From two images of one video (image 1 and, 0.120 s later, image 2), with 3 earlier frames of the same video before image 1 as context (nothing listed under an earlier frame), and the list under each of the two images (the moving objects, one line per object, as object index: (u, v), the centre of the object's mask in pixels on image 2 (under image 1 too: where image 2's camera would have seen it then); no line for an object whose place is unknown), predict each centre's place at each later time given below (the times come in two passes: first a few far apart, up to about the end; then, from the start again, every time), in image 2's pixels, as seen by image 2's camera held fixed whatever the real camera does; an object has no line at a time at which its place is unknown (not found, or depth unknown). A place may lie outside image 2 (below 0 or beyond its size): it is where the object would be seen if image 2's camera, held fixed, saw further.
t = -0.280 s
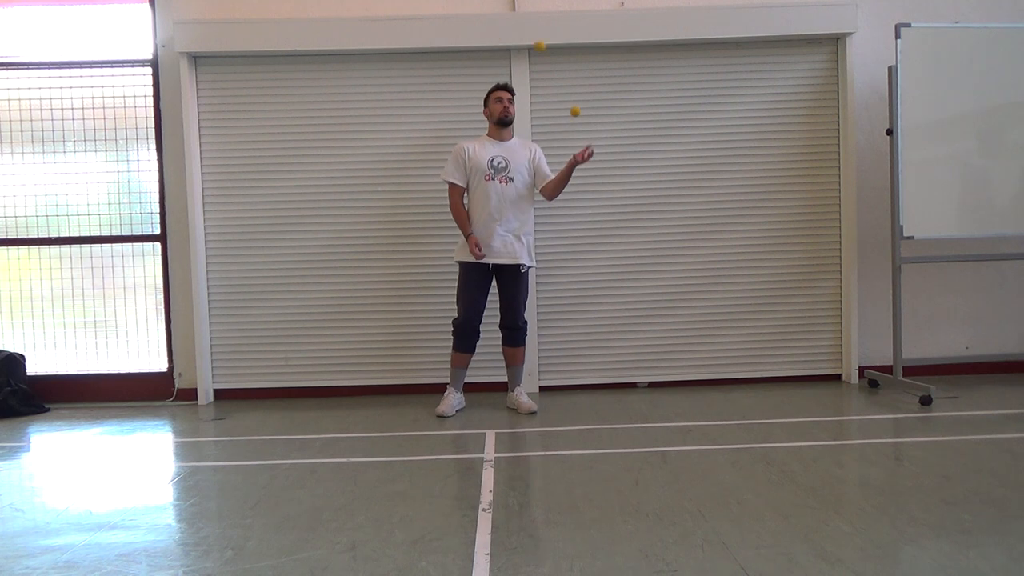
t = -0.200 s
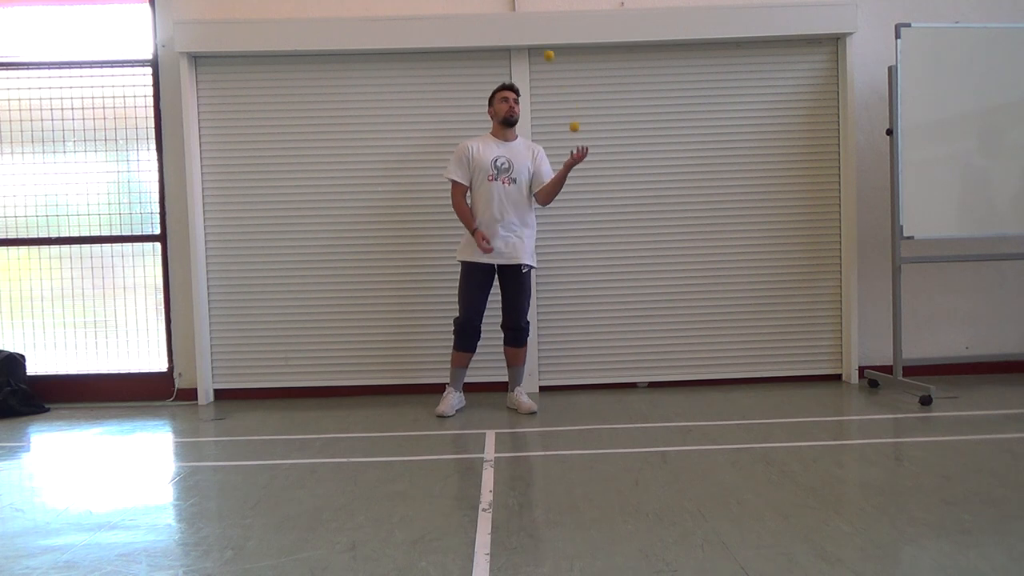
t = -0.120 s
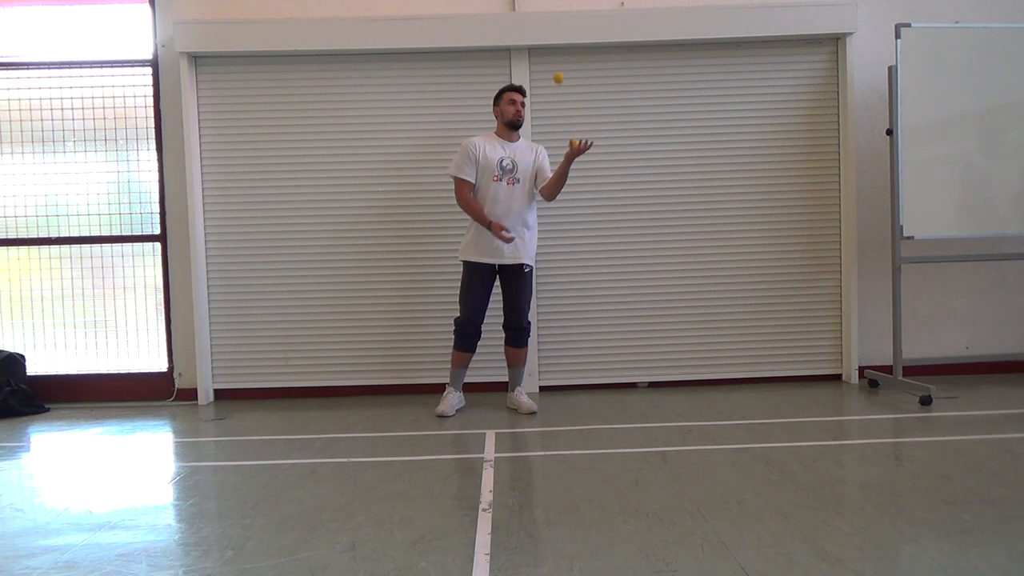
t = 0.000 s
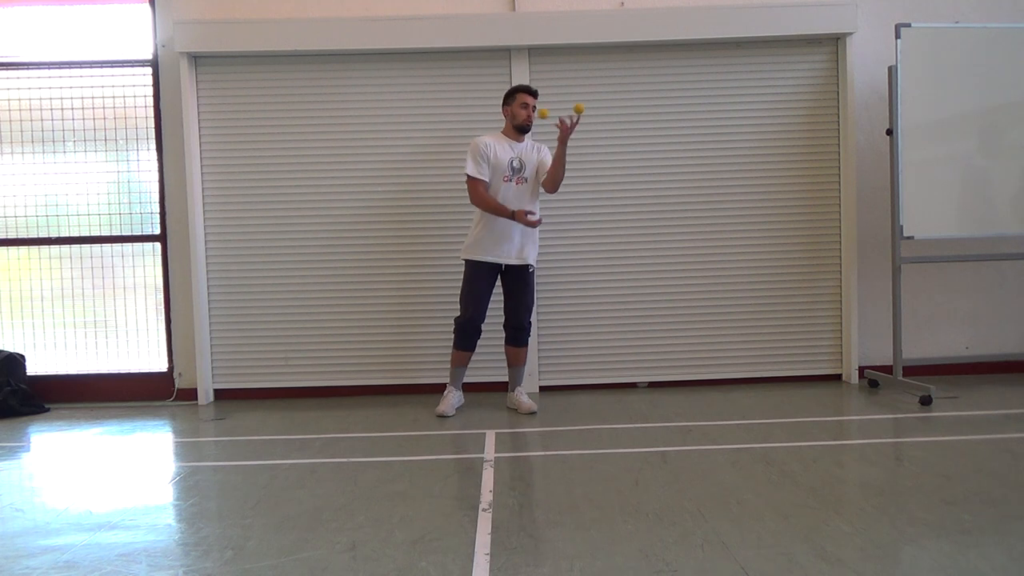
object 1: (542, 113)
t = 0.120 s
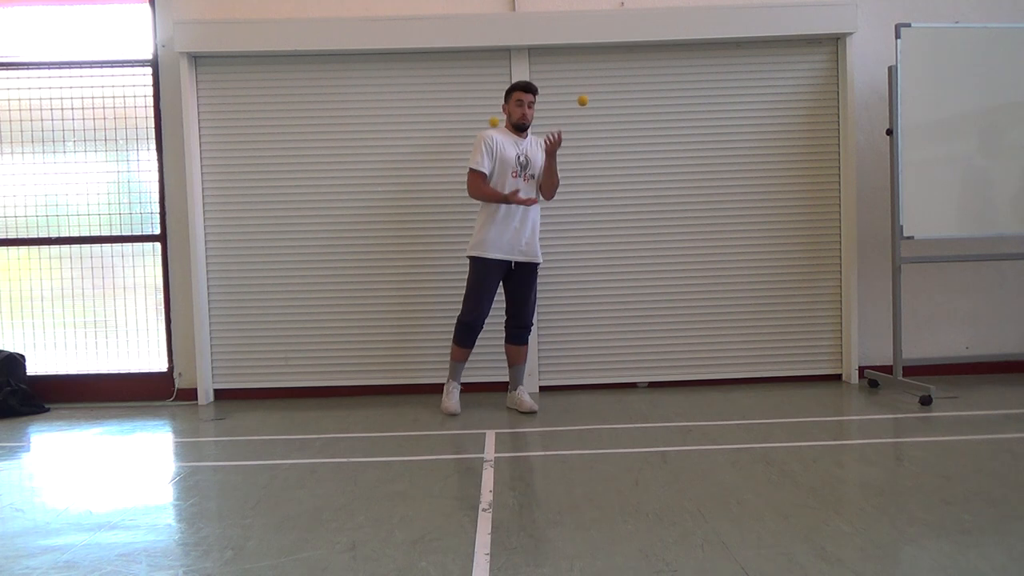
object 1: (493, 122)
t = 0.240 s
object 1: (447, 156)
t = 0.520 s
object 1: (349, 334)
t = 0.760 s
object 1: (283, 302)
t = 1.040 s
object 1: (215, 204)
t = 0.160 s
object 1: (478, 130)
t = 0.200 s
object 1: (463, 142)
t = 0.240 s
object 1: (447, 156)
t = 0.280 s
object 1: (433, 174)
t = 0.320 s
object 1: (417, 194)
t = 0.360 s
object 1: (404, 216)
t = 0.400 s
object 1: (389, 242)
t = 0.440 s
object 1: (376, 270)
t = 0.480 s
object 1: (362, 301)
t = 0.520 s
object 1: (349, 334)
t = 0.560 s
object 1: (336, 370)
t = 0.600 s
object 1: (324, 407)
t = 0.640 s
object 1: (313, 385)
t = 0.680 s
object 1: (303, 354)
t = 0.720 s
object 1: (293, 327)
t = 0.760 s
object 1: (283, 302)
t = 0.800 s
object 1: (273, 280)
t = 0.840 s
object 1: (263, 261)
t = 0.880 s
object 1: (254, 244)
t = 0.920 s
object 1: (244, 230)
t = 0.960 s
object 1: (235, 218)
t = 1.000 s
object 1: (225, 210)
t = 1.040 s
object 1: (215, 204)
